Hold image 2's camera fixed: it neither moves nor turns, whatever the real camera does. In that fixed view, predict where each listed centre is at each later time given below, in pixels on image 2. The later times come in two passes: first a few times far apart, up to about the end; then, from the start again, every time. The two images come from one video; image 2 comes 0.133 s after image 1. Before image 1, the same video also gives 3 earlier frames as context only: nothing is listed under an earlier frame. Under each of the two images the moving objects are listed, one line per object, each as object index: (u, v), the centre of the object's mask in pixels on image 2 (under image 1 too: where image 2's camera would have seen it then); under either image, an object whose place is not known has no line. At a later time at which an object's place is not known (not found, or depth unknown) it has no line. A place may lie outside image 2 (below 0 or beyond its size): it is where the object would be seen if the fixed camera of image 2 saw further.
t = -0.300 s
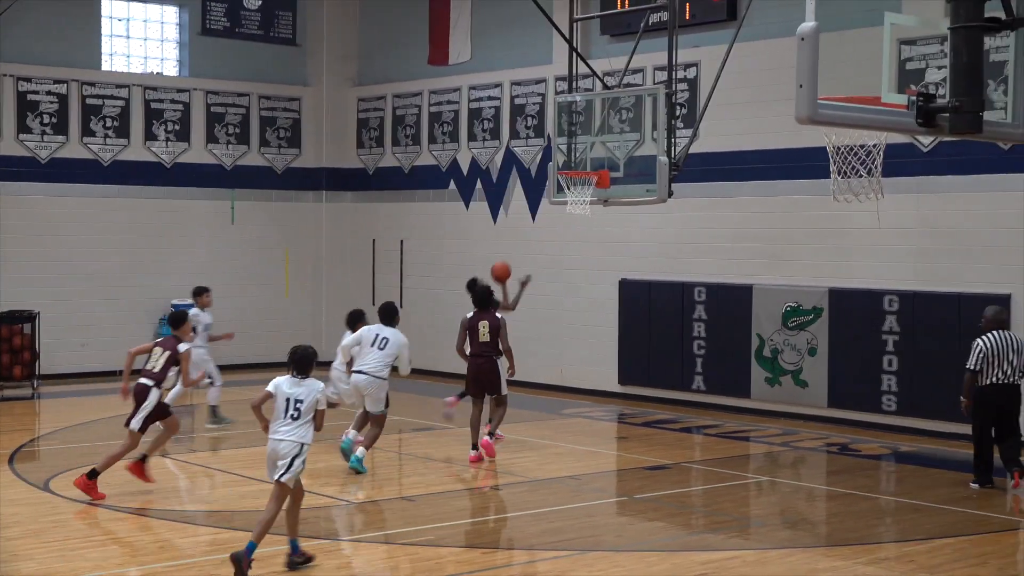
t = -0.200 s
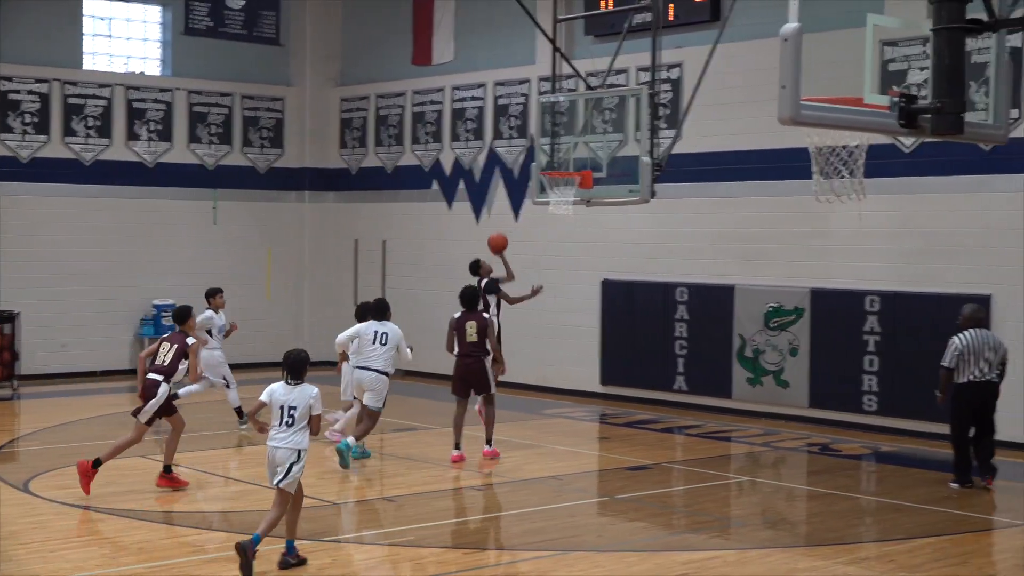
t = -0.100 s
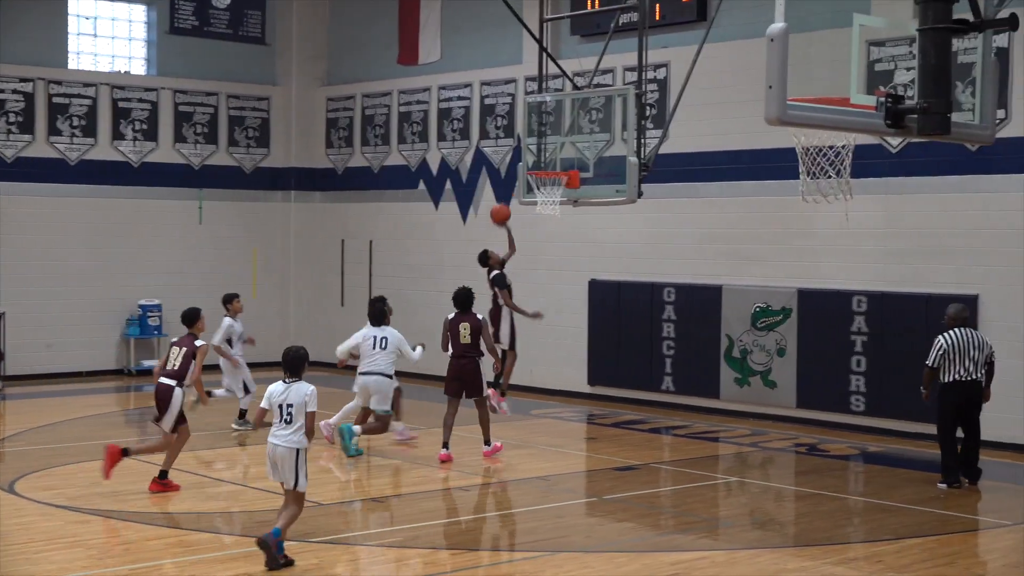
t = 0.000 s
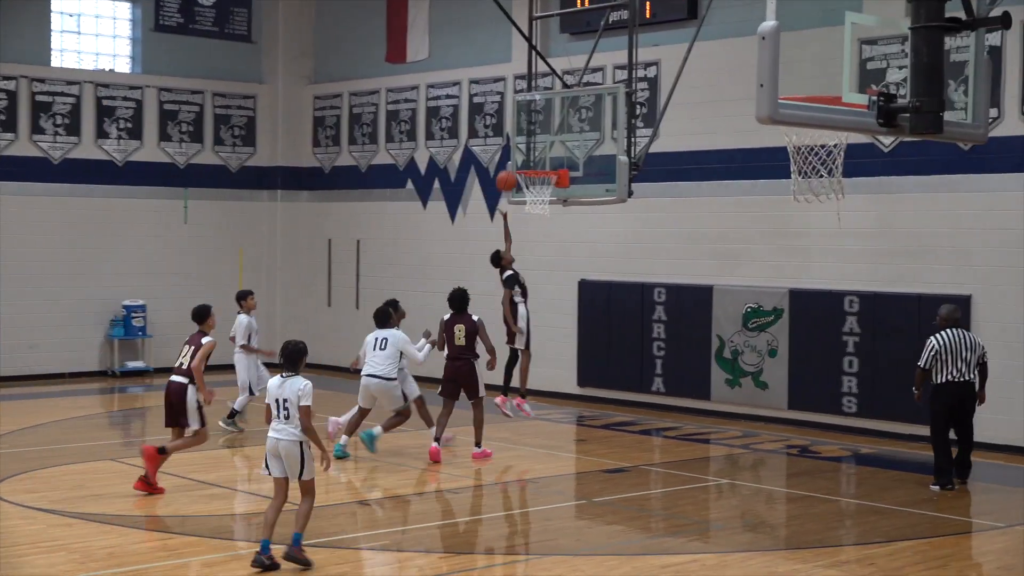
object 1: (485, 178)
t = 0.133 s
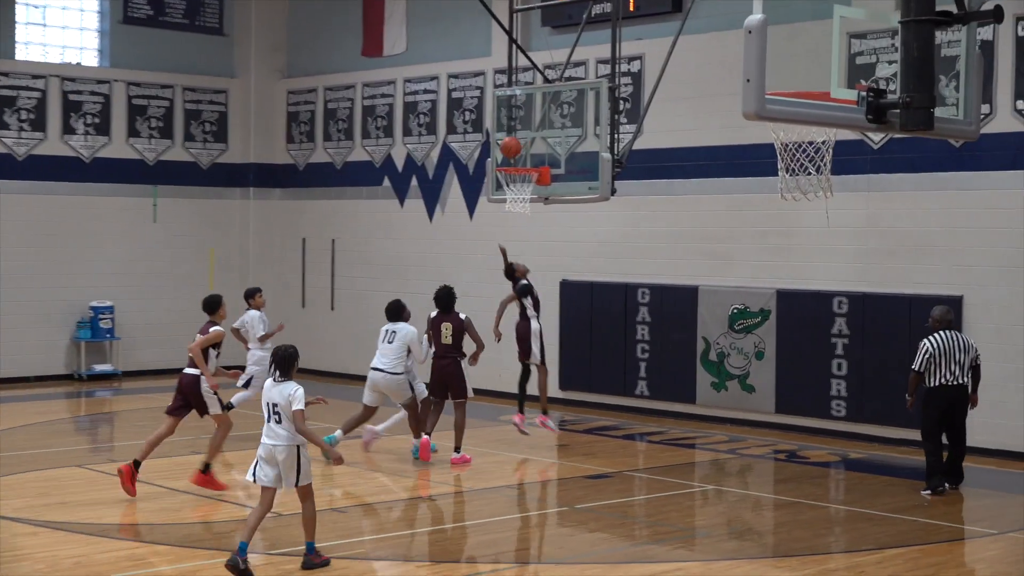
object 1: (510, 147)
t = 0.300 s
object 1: (518, 136)
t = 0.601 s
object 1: (517, 163)
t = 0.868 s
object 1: (523, 201)
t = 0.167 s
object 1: (517, 142)
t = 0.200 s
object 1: (520, 138)
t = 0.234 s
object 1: (519, 137)
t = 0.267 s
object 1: (519, 136)
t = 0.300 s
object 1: (518, 136)
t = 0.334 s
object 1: (518, 137)
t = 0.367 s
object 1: (518, 139)
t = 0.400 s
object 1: (516, 143)
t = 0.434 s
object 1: (516, 148)
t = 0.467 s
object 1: (515, 153)
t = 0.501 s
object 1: (515, 158)
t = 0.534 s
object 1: (515, 161)
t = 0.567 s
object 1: (515, 162)
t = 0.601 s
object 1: (517, 163)
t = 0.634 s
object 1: (518, 164)
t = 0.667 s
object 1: (519, 166)
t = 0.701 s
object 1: (515, 182)
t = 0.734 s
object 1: (520, 180)
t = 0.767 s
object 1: (521, 183)
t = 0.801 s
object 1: (522, 190)
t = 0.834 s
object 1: (523, 197)
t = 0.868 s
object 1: (523, 201)
